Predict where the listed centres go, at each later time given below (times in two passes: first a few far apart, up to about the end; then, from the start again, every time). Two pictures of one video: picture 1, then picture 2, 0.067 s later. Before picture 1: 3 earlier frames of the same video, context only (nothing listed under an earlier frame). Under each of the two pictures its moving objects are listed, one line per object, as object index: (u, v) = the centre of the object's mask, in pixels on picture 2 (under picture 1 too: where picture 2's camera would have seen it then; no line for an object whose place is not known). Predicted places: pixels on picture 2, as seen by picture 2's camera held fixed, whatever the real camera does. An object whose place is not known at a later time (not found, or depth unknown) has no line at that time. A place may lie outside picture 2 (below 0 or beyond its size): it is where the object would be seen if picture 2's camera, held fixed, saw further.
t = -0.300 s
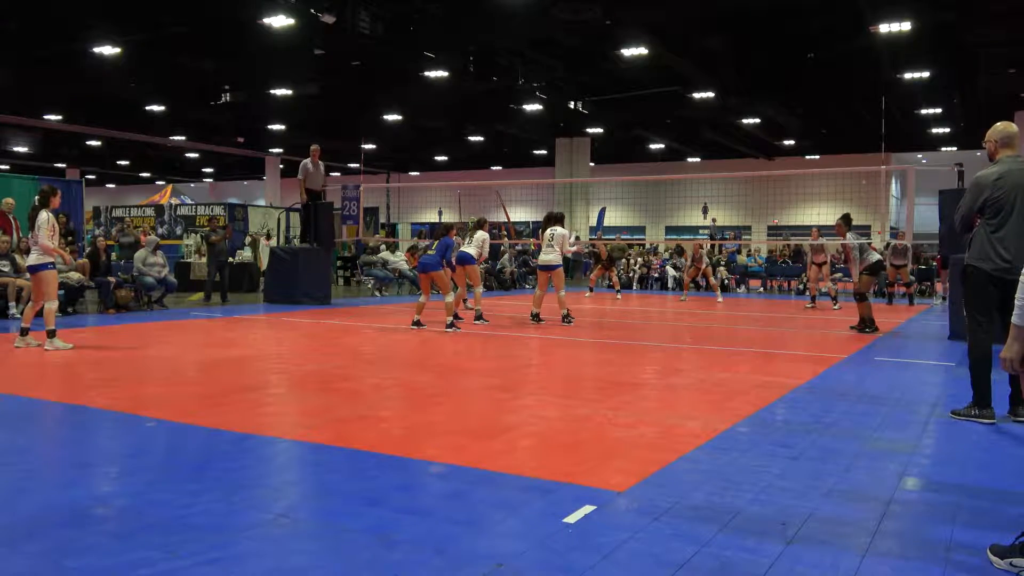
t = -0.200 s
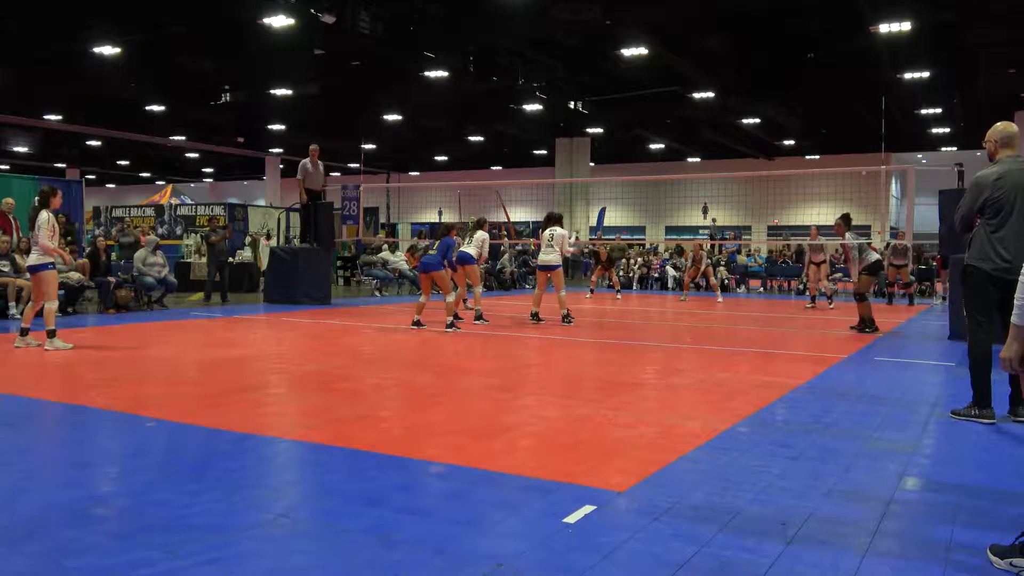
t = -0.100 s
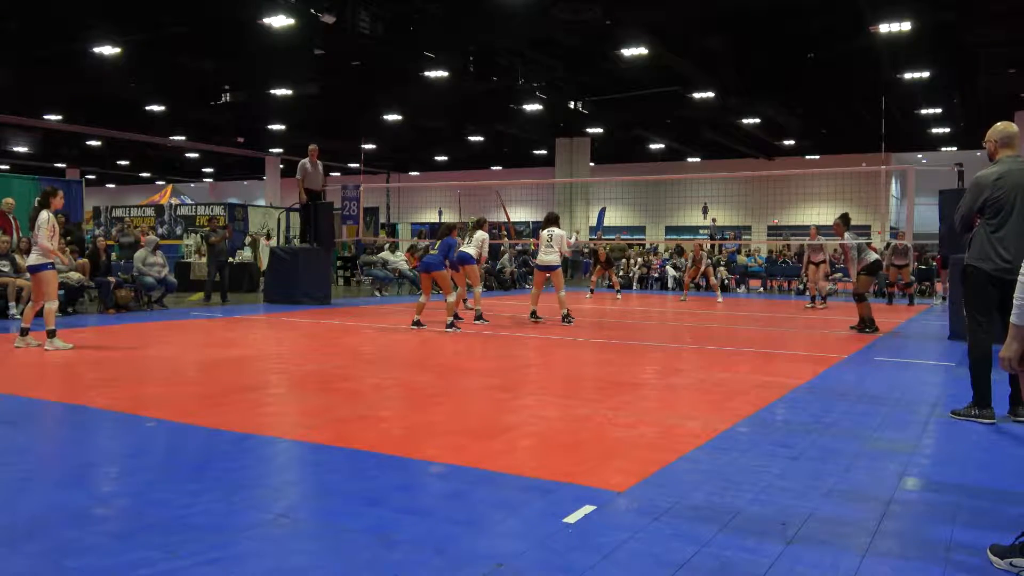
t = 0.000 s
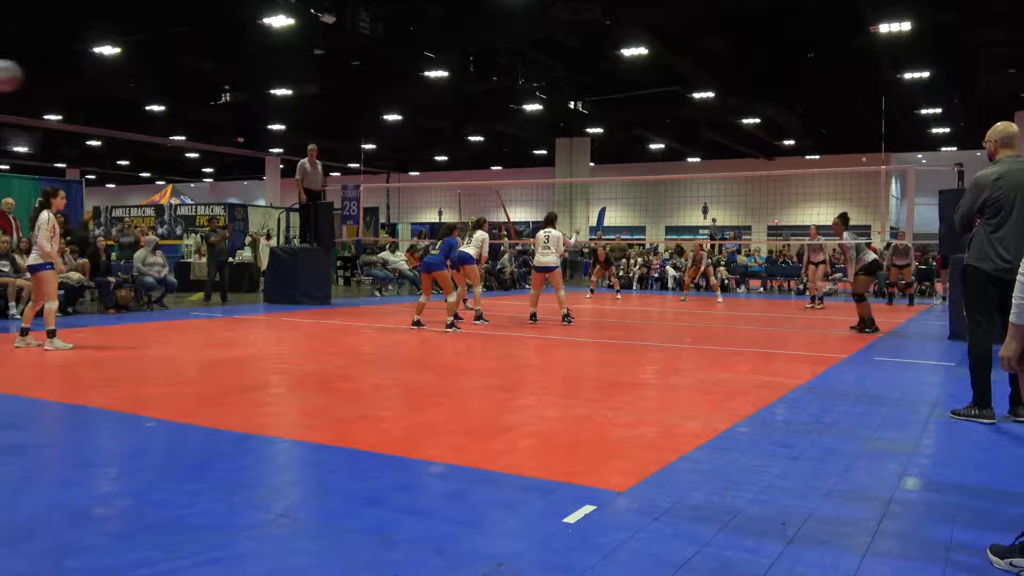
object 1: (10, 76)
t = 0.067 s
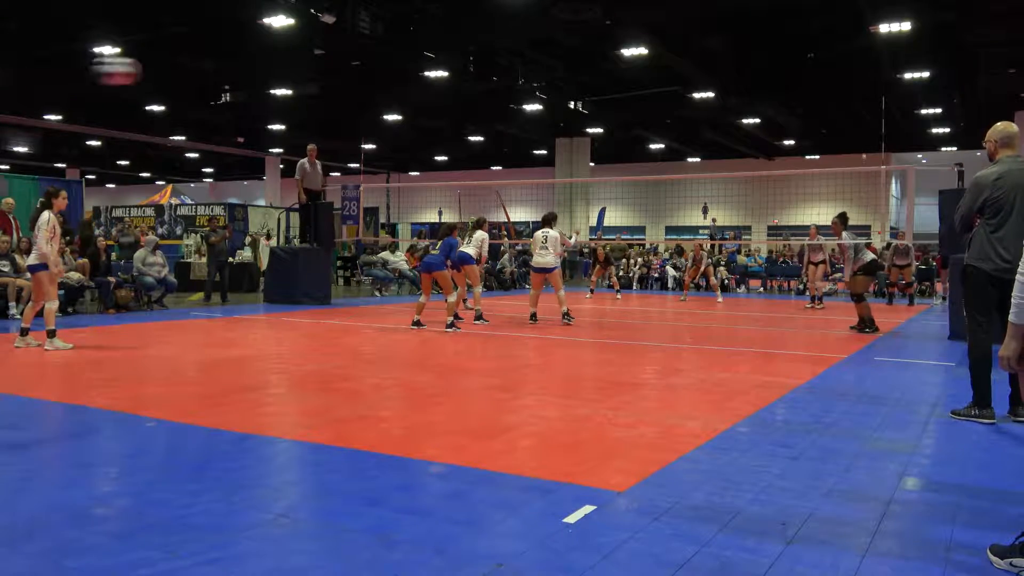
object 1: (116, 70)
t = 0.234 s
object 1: (306, 78)
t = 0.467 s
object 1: (447, 114)
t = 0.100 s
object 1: (165, 70)
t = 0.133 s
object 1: (208, 71)
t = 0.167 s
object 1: (244, 73)
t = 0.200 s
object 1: (277, 75)
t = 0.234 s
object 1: (306, 78)
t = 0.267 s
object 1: (333, 82)
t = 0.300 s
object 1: (356, 87)
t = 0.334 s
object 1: (378, 92)
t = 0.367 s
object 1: (397, 97)
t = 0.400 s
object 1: (415, 102)
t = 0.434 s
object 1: (432, 108)
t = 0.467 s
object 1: (447, 114)
